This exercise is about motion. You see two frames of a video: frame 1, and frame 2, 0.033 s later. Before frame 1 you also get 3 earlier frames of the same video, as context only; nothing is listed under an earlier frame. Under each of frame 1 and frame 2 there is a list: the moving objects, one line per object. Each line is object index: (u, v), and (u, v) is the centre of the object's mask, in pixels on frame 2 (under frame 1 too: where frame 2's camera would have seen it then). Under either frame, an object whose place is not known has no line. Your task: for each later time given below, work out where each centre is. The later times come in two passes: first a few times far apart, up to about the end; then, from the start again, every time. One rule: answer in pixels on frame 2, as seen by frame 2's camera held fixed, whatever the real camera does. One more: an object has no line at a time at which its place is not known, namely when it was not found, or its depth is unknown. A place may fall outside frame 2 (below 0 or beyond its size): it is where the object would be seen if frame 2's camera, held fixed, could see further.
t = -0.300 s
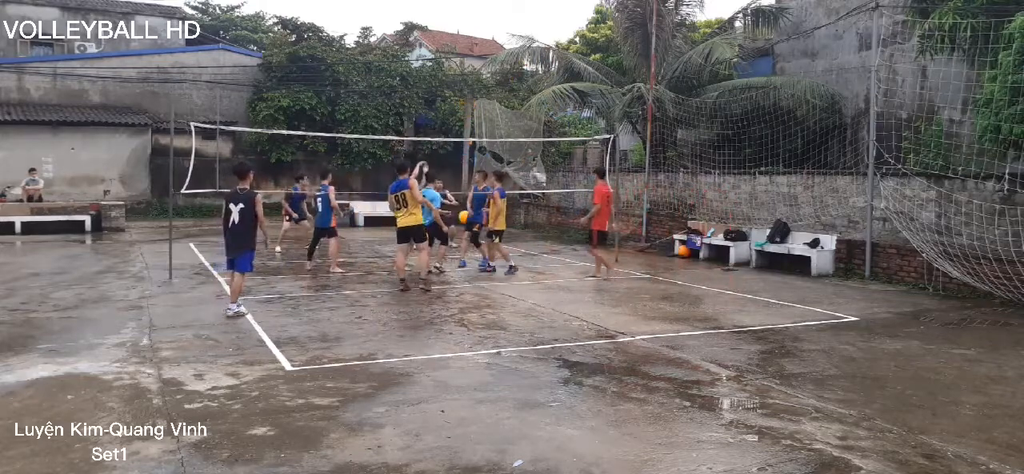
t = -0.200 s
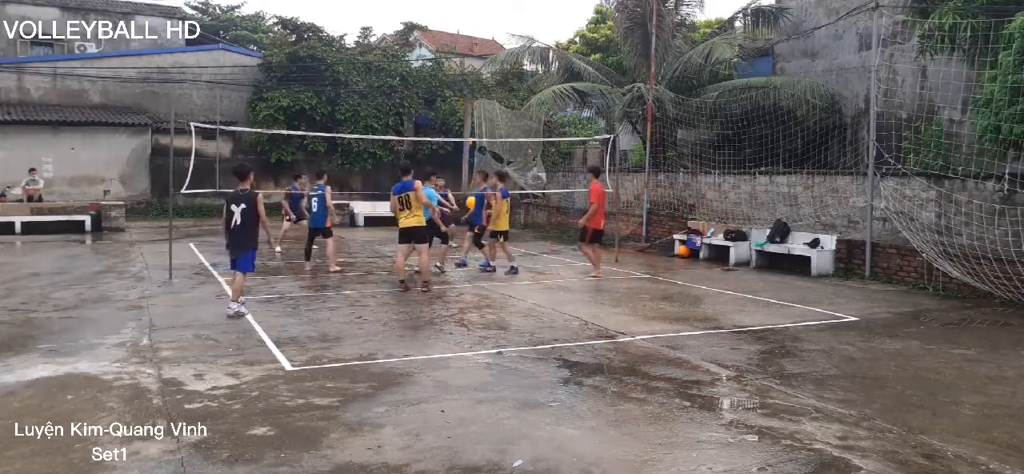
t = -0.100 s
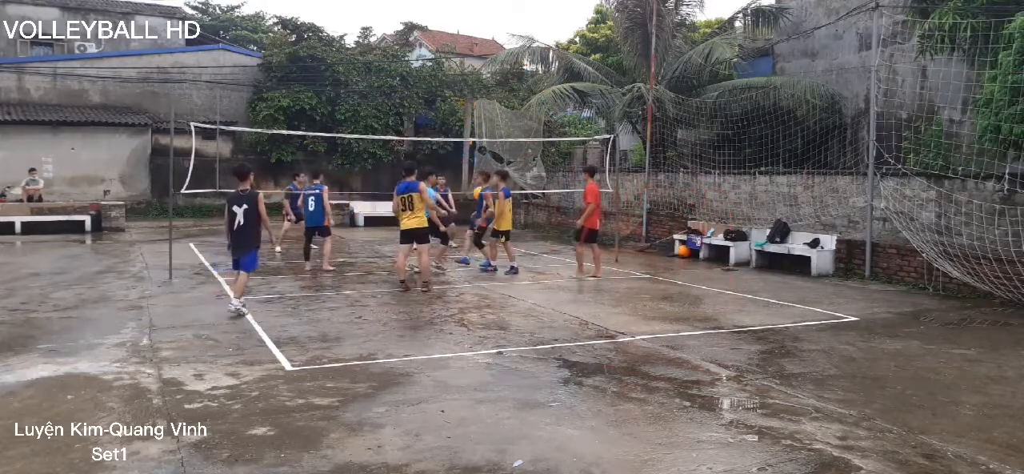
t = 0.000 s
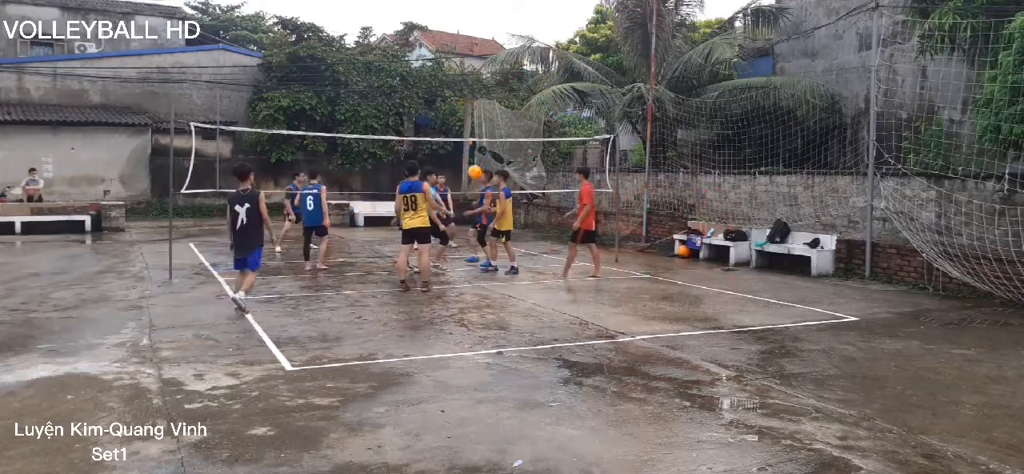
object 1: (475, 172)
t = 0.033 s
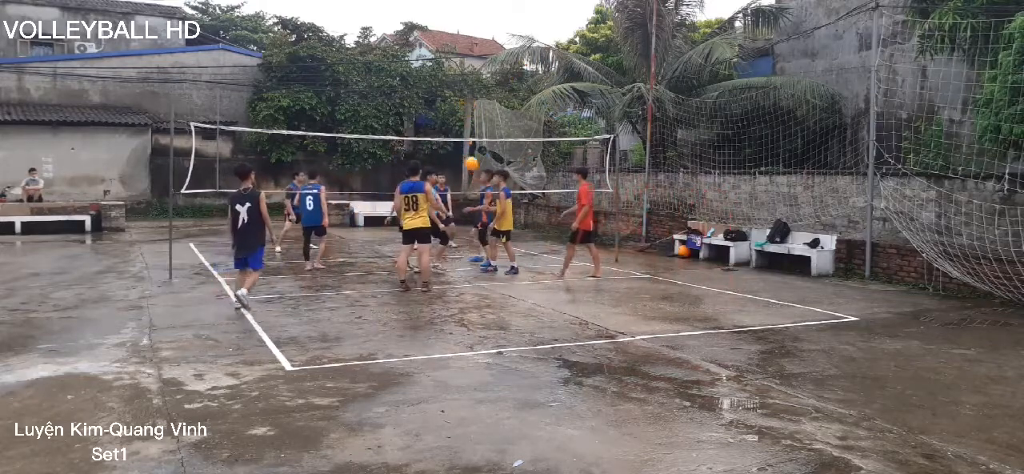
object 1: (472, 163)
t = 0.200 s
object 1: (454, 131)
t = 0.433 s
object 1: (431, 113)
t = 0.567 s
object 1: (419, 115)
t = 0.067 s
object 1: (468, 156)
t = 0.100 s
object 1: (464, 149)
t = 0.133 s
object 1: (461, 143)
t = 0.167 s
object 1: (457, 136)
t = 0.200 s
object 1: (454, 131)
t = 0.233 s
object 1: (451, 128)
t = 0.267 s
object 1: (447, 124)
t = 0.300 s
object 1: (444, 120)
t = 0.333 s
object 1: (441, 118)
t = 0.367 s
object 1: (437, 116)
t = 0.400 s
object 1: (434, 114)
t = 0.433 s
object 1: (431, 113)
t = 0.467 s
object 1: (428, 113)
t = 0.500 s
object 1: (425, 113)
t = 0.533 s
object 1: (422, 114)
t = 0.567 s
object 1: (419, 115)
